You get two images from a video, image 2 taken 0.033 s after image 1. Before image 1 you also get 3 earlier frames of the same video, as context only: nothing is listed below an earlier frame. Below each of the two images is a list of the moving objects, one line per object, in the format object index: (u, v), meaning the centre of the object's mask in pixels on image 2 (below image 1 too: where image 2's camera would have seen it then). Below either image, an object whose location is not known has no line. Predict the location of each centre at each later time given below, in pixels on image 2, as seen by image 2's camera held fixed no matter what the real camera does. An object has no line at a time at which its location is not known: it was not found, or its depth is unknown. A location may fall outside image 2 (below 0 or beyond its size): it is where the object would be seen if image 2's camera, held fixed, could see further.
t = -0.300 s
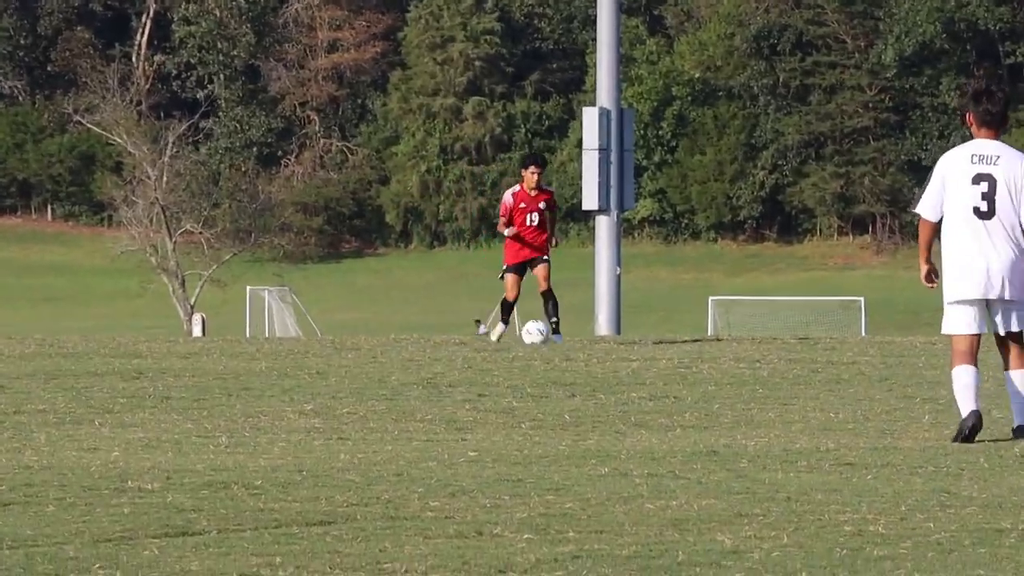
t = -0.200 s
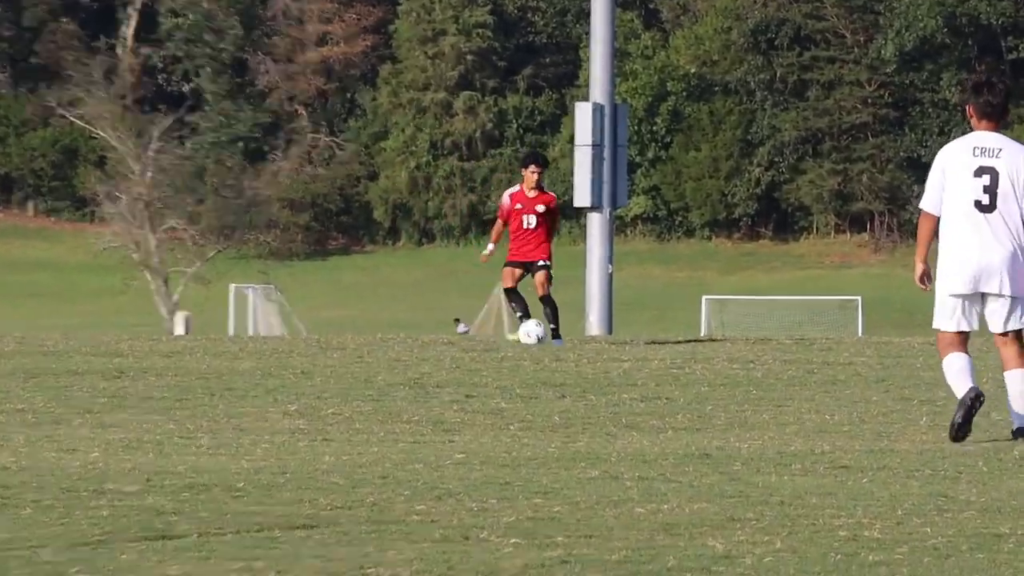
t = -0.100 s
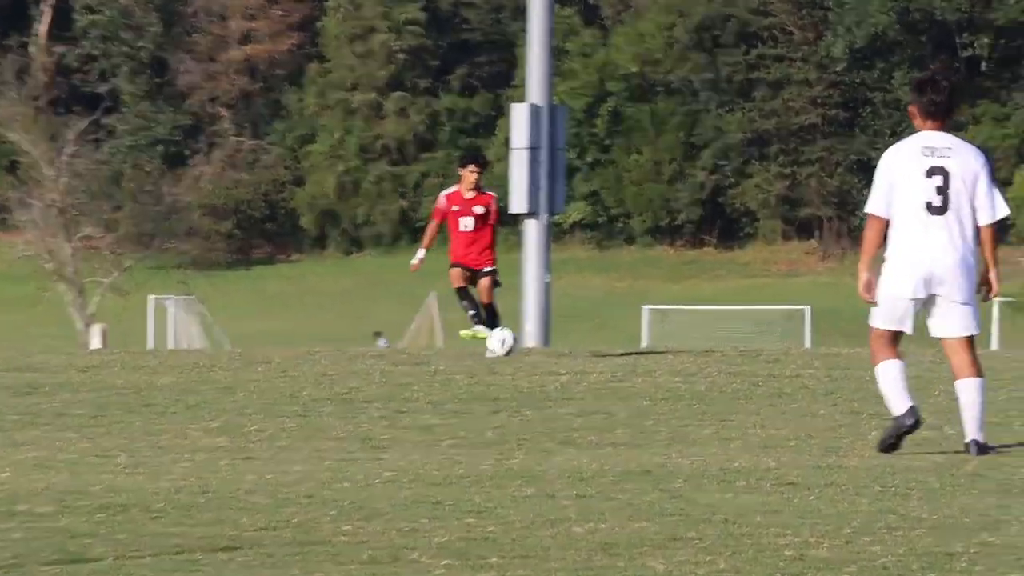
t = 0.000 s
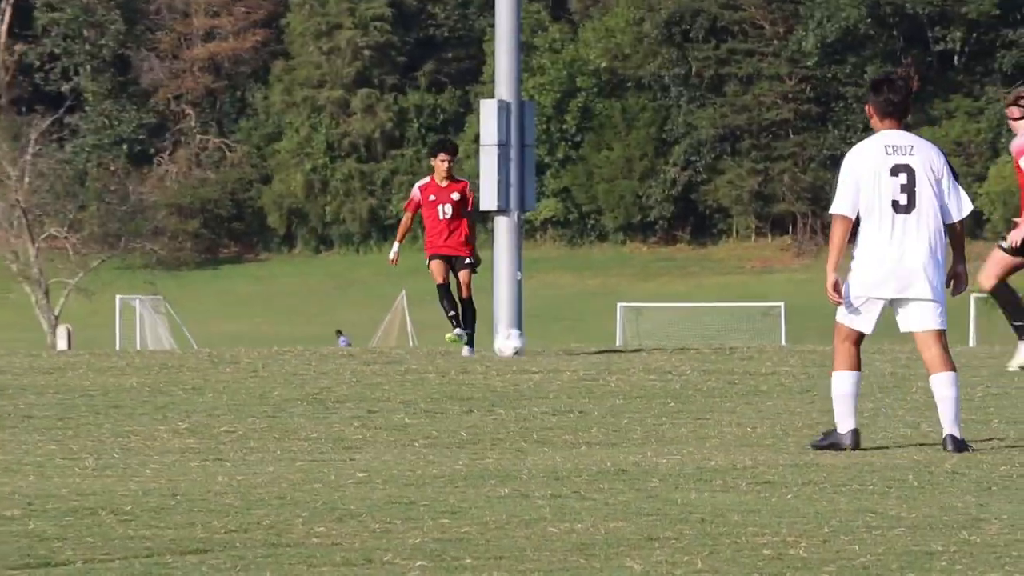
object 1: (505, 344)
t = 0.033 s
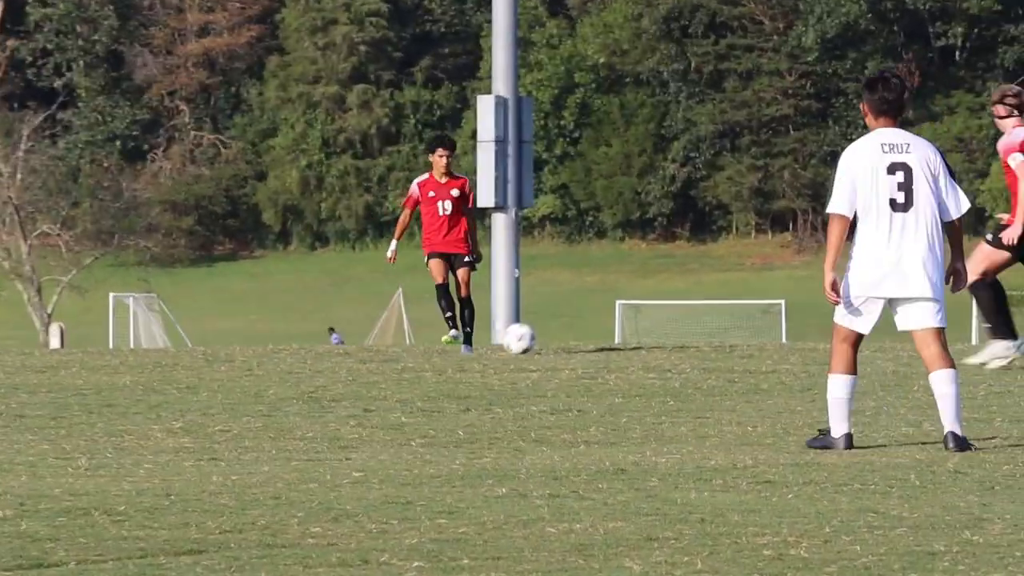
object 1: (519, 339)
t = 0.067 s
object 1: (529, 341)
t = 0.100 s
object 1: (539, 340)
